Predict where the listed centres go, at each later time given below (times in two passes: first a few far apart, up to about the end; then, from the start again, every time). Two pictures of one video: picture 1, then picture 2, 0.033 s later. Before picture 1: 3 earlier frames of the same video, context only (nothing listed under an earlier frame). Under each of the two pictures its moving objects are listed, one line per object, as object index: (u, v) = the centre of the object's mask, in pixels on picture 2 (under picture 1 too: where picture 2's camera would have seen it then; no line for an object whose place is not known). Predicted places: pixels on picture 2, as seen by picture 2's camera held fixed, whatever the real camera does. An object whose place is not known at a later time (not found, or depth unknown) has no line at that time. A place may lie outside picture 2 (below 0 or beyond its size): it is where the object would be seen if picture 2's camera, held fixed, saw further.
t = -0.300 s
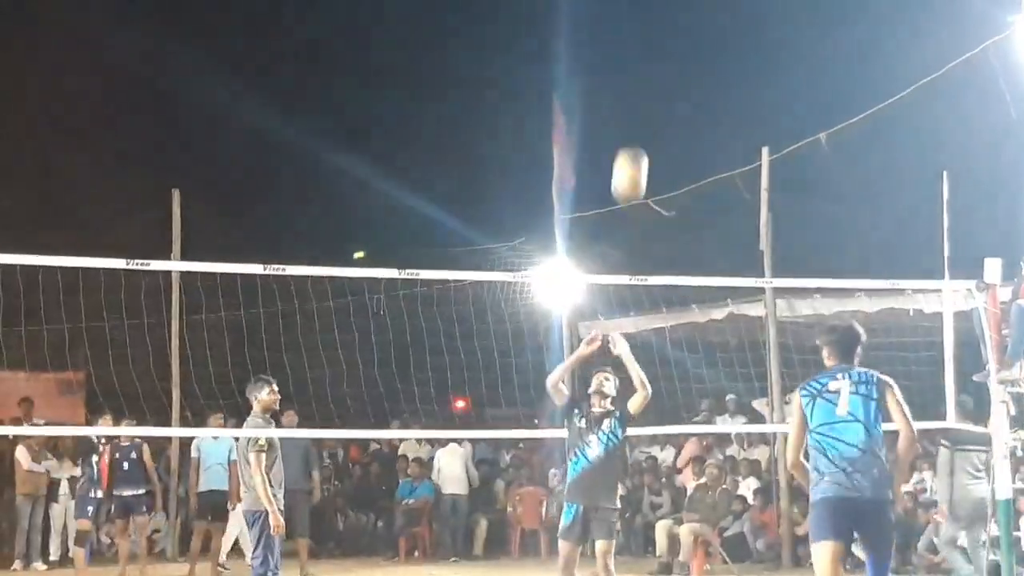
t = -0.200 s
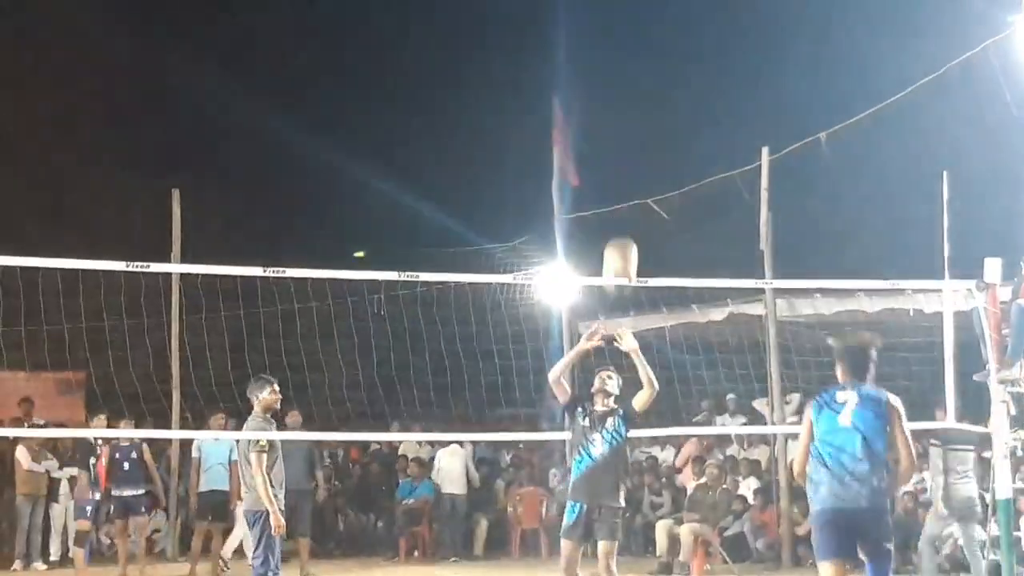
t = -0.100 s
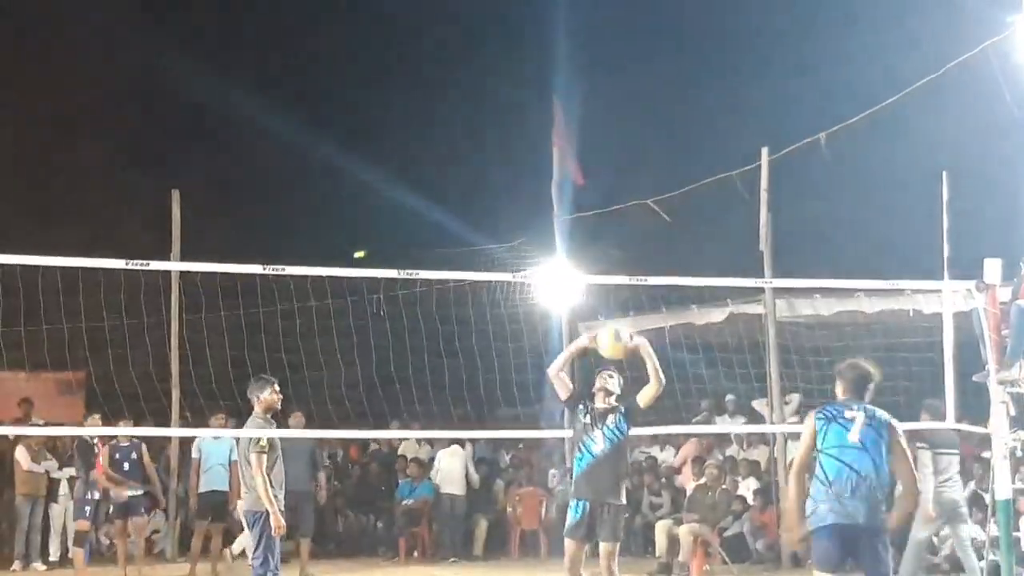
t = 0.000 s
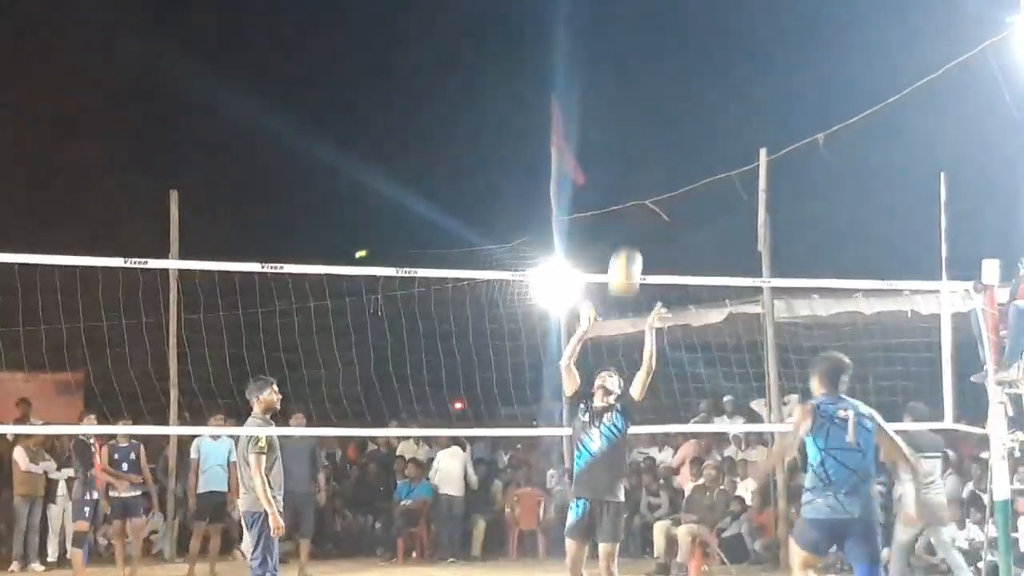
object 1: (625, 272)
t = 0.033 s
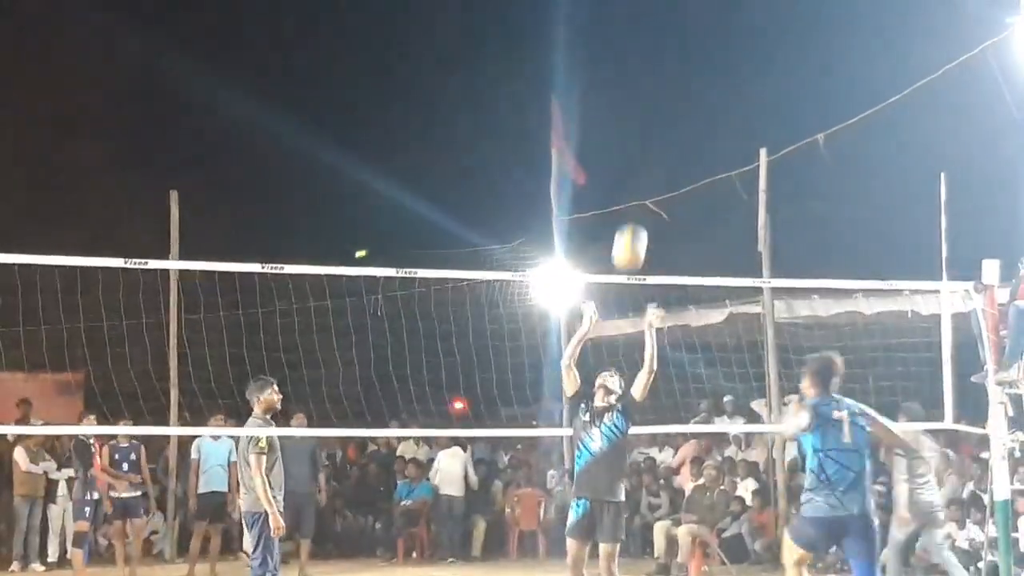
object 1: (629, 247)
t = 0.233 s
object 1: (659, 135)
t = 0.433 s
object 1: (688, 84)
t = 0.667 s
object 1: (724, 101)
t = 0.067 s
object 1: (634, 225)
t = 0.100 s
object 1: (639, 203)
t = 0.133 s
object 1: (644, 183)
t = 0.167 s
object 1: (649, 166)
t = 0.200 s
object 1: (654, 149)
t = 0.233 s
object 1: (659, 135)
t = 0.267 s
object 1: (664, 122)
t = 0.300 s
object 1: (669, 111)
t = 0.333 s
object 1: (674, 102)
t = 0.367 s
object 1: (678, 95)
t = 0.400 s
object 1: (683, 89)
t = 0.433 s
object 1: (688, 84)
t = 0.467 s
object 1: (693, 82)
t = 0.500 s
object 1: (698, 81)
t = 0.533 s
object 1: (703, 82)
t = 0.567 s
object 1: (708, 84)
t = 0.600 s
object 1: (714, 88)
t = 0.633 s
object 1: (719, 94)
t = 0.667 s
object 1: (724, 101)
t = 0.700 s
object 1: (729, 110)
